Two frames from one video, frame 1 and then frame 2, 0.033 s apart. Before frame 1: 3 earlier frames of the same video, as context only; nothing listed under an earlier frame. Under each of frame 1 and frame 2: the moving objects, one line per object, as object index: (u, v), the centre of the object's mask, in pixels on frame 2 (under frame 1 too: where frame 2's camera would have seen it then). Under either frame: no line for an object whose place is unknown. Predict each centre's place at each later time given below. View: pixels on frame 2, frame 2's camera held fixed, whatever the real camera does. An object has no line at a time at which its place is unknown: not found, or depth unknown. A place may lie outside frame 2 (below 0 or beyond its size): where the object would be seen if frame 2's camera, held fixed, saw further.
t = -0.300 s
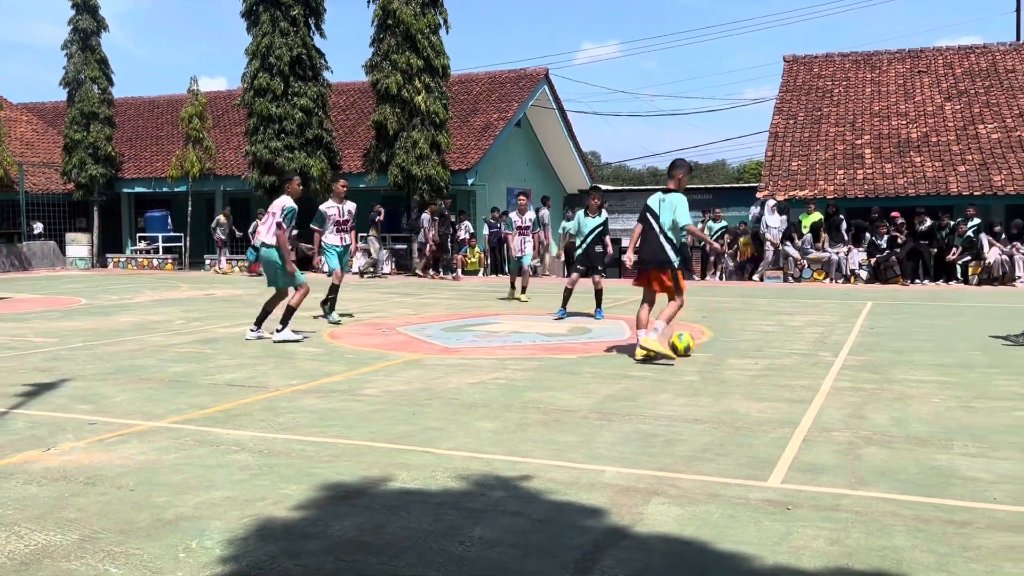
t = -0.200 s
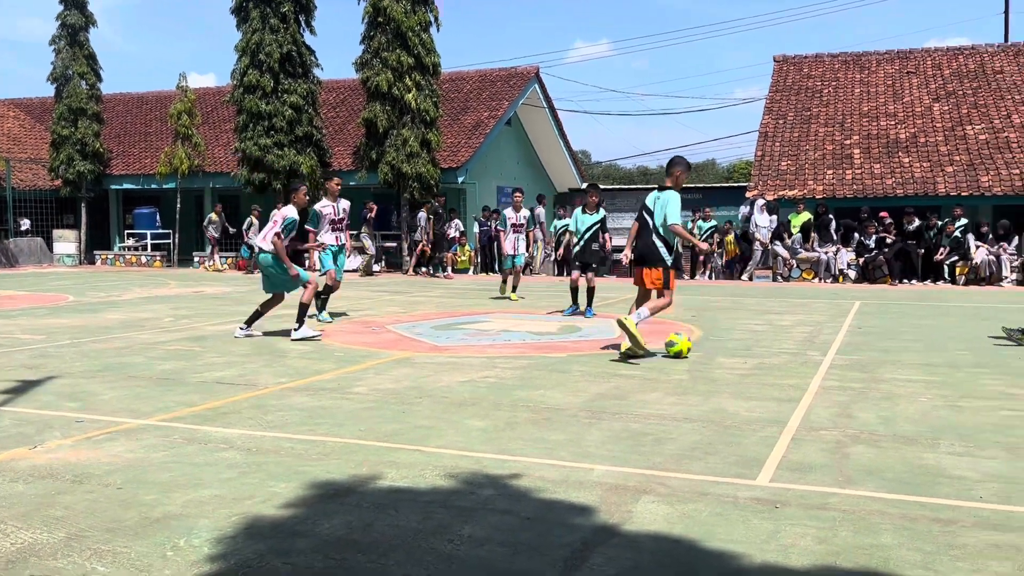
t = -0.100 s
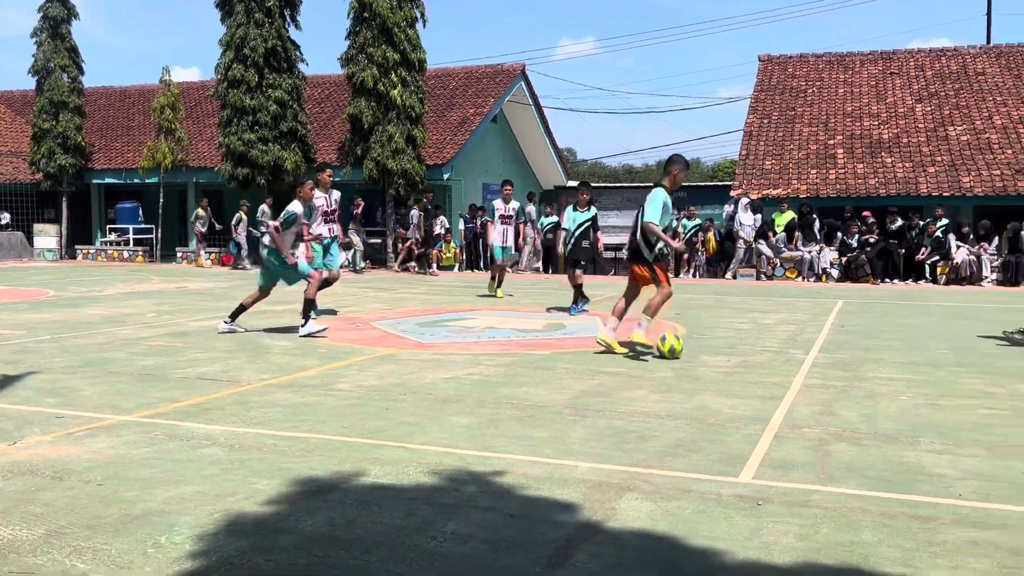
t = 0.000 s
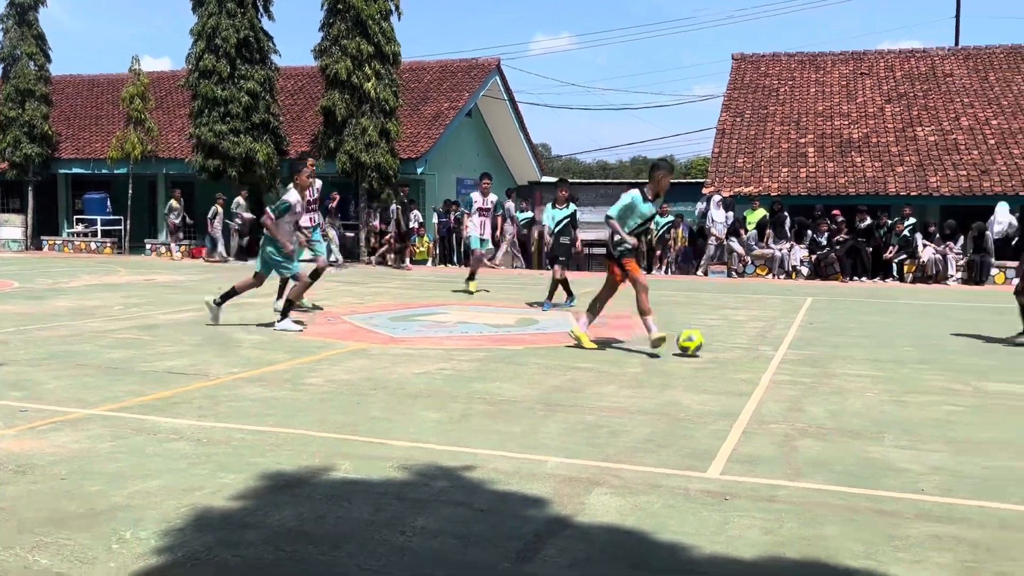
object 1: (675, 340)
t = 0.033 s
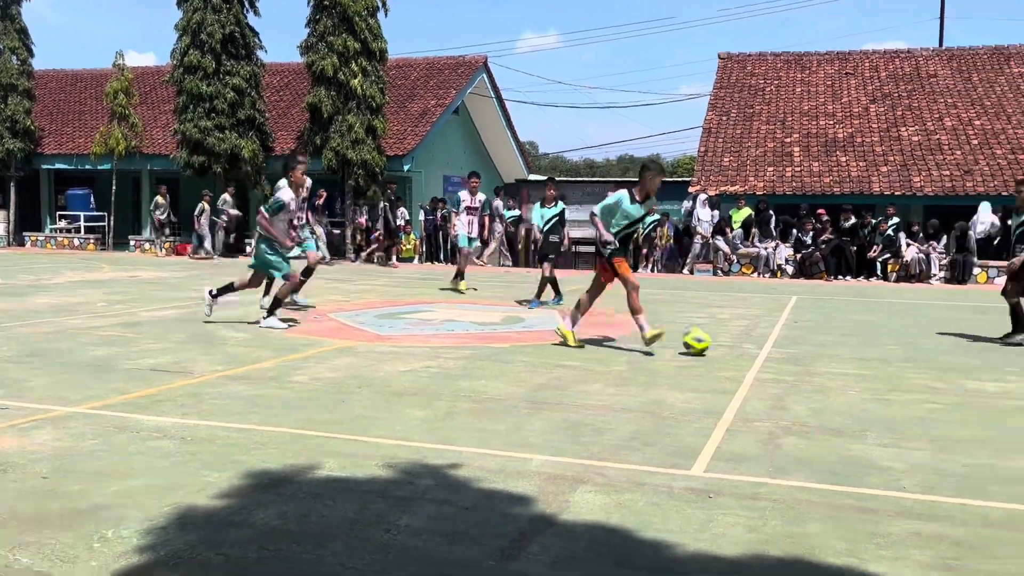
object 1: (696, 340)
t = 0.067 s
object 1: (716, 343)
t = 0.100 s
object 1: (734, 343)
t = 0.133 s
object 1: (752, 344)
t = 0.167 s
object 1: (768, 345)
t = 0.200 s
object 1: (784, 345)
